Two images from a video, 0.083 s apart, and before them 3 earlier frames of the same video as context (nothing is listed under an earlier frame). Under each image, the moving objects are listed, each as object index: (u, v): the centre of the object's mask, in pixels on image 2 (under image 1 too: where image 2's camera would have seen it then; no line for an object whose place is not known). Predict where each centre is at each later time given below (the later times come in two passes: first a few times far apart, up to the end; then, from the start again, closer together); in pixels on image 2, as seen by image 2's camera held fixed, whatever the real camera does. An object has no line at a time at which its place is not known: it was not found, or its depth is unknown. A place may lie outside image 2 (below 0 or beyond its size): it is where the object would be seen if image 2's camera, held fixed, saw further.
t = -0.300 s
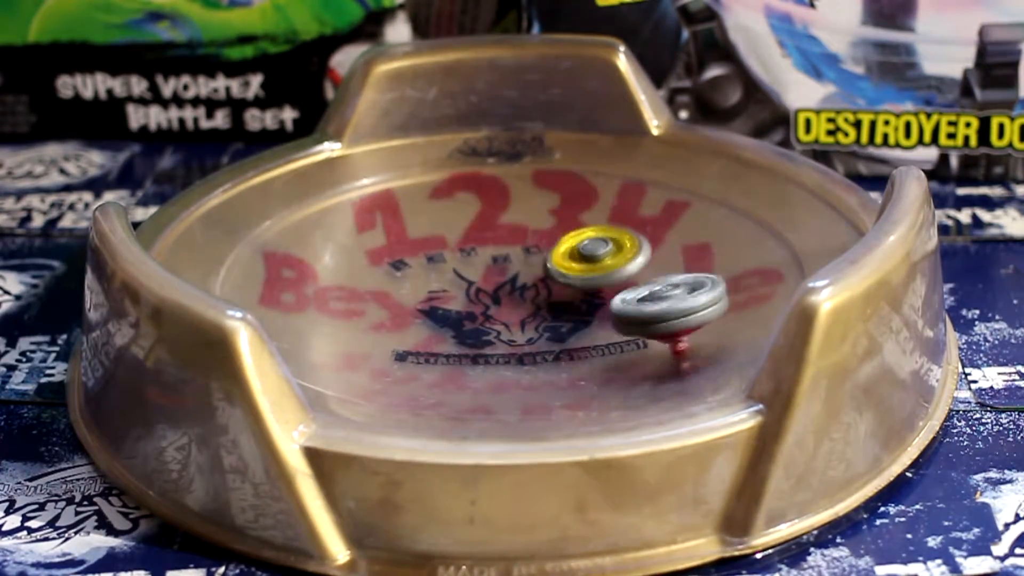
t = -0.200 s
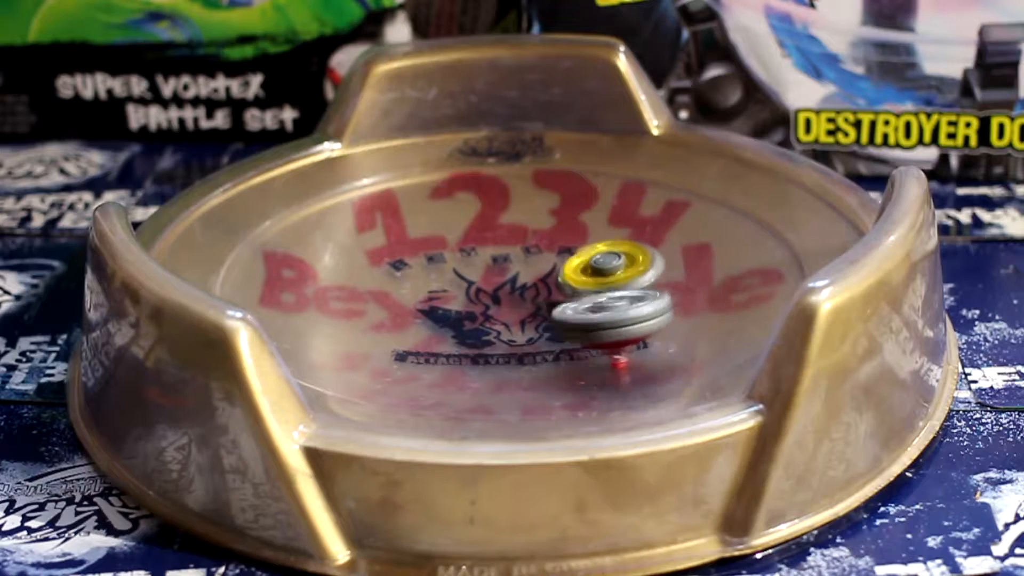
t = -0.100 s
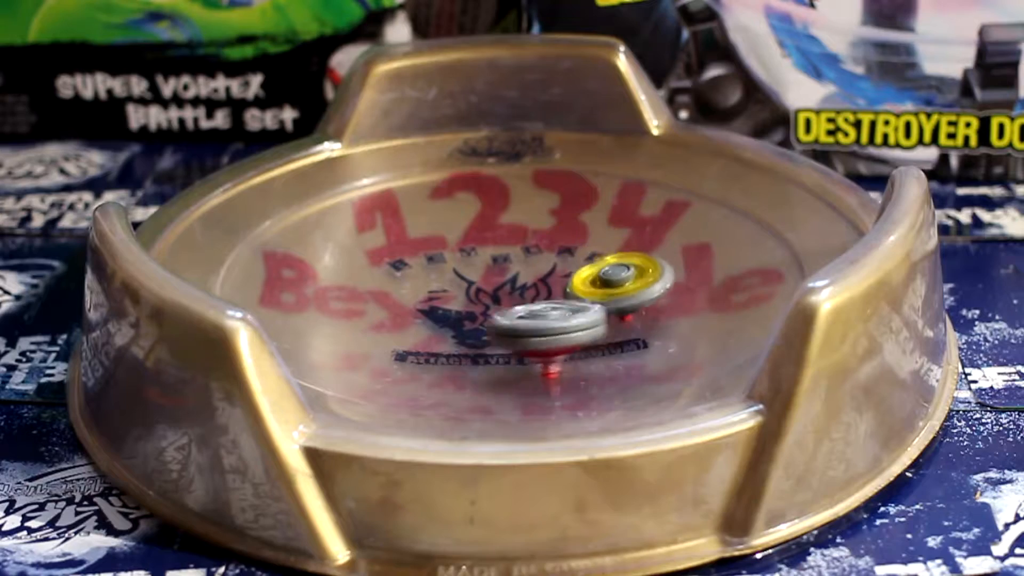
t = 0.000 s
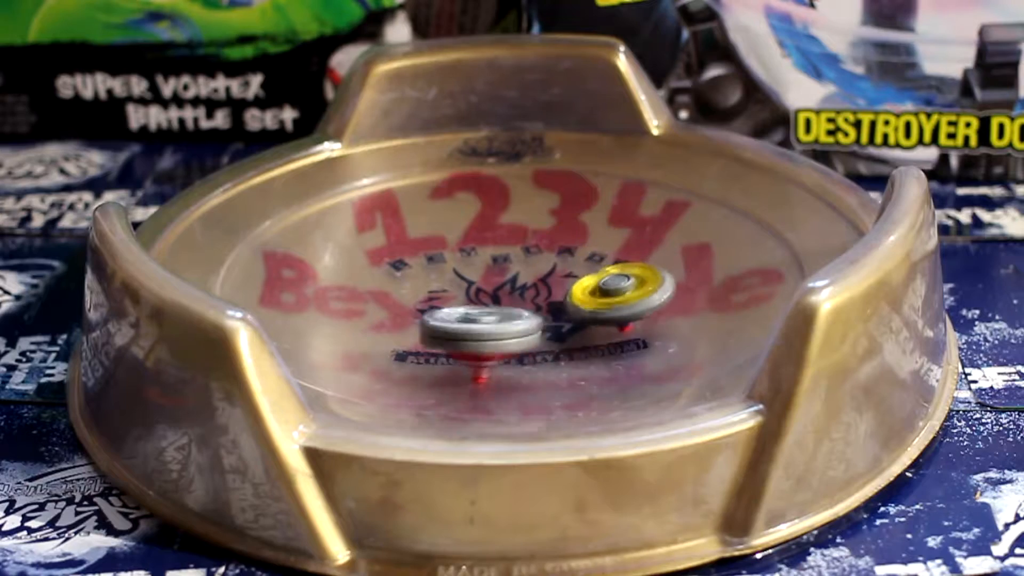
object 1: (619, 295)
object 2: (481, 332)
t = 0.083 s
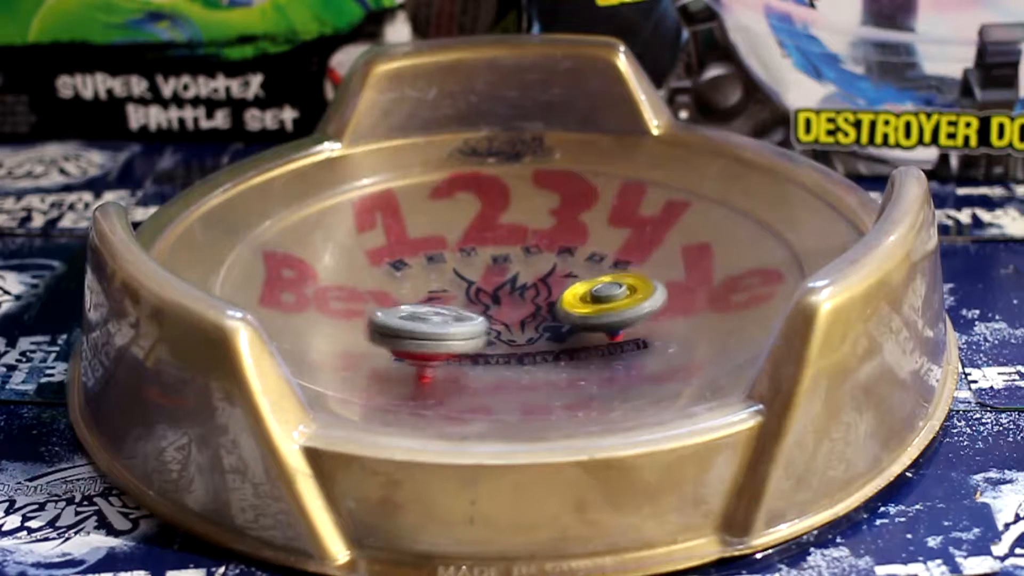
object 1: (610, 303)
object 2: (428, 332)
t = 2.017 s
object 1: (530, 254)
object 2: (607, 301)
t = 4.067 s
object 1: (451, 273)
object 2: (628, 269)
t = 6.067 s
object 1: (462, 301)
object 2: (605, 262)
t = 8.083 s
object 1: (501, 310)
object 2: (587, 263)
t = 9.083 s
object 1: (472, 242)
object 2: (495, 316)
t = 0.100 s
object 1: (609, 304)
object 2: (417, 332)
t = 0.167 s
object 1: (596, 312)
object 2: (381, 329)
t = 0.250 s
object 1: (577, 320)
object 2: (345, 324)
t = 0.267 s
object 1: (573, 321)
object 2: (339, 322)
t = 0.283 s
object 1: (569, 323)
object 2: (334, 321)
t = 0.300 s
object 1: (565, 325)
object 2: (331, 320)
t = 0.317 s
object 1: (562, 326)
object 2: (326, 318)
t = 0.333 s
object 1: (558, 327)
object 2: (324, 316)
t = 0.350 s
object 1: (554, 328)
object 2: (321, 314)
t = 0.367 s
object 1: (550, 329)
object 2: (320, 313)
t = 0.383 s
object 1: (546, 330)
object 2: (319, 311)
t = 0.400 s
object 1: (542, 330)
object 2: (318, 309)
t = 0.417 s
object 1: (537, 331)
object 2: (319, 307)
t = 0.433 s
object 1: (534, 332)
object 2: (320, 304)
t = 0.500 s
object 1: (515, 333)
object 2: (328, 295)
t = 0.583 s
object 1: (495, 334)
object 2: (342, 280)
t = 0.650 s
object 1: (479, 332)
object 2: (355, 266)
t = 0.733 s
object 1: (457, 329)
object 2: (369, 248)
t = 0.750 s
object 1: (453, 328)
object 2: (373, 243)
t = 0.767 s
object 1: (451, 327)
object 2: (376, 239)
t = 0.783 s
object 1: (447, 327)
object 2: (379, 234)
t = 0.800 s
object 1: (444, 325)
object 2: (382, 232)
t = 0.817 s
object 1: (442, 325)
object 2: (385, 228)
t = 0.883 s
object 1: (431, 319)
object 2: (397, 214)
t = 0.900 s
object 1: (428, 317)
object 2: (400, 211)
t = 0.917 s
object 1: (425, 315)
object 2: (403, 208)
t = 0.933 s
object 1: (422, 313)
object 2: (406, 204)
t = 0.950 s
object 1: (419, 311)
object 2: (409, 202)
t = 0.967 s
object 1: (416, 309)
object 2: (412, 199)
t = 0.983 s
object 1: (412, 308)
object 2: (415, 197)
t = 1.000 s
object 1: (410, 306)
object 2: (419, 195)
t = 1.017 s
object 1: (406, 303)
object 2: (422, 194)
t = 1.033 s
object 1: (404, 302)
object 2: (425, 193)
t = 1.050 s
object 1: (402, 300)
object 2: (429, 192)
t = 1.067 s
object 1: (399, 298)
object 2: (433, 193)
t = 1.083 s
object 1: (397, 297)
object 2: (437, 193)
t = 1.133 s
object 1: (393, 293)
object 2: (452, 196)
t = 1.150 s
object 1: (392, 292)
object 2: (457, 198)
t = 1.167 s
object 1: (391, 291)
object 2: (464, 199)
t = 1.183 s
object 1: (391, 290)
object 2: (470, 201)
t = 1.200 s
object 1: (392, 288)
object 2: (477, 203)
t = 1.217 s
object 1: (392, 288)
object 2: (484, 206)
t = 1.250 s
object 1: (394, 286)
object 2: (499, 209)
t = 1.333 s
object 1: (403, 281)
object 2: (536, 219)
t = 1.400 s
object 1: (415, 273)
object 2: (567, 225)
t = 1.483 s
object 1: (428, 264)
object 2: (605, 232)
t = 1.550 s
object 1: (438, 258)
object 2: (631, 237)
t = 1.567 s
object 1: (440, 257)
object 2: (637, 238)
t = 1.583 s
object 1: (443, 255)
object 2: (642, 239)
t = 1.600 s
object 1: (444, 254)
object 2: (648, 241)
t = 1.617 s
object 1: (446, 253)
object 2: (653, 242)
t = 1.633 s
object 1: (448, 252)
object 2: (658, 243)
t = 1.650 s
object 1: (451, 251)
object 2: (662, 244)
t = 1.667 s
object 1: (453, 251)
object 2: (666, 245)
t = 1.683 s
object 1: (456, 250)
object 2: (669, 247)
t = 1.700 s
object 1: (458, 250)
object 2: (671, 248)
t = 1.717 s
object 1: (461, 250)
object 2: (673, 250)
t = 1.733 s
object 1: (465, 250)
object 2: (674, 251)
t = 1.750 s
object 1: (466, 249)
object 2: (674, 253)
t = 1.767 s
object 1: (468, 249)
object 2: (673, 255)
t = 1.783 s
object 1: (472, 249)
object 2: (673, 256)
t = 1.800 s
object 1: (474, 250)
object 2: (670, 260)
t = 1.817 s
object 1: (478, 250)
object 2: (667, 262)
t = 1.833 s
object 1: (481, 251)
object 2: (664, 265)
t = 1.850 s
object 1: (485, 251)
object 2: (660, 268)
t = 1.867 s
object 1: (488, 252)
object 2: (655, 272)
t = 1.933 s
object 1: (507, 256)
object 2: (636, 285)
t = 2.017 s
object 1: (530, 254)
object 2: (607, 301)
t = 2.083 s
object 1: (544, 255)
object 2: (581, 314)
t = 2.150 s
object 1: (553, 258)
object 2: (555, 323)
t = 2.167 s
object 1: (555, 258)
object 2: (549, 326)
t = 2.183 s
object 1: (557, 258)
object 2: (543, 328)
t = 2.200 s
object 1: (559, 259)
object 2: (538, 329)
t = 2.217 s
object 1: (559, 260)
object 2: (530, 331)
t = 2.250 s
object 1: (562, 262)
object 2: (518, 334)
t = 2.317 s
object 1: (566, 268)
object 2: (495, 338)
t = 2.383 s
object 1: (570, 275)
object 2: (472, 340)
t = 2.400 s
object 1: (571, 277)
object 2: (466, 341)
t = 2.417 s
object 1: (573, 279)
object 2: (461, 341)
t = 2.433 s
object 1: (575, 281)
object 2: (456, 340)
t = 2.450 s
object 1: (576, 282)
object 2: (453, 339)
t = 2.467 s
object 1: (577, 283)
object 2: (448, 339)
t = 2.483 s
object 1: (578, 284)
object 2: (443, 334)
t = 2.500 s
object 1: (579, 286)
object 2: (438, 336)
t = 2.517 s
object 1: (579, 288)
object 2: (433, 334)
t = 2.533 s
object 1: (580, 289)
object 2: (429, 329)
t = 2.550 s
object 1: (580, 289)
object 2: (425, 330)
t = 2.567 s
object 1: (580, 290)
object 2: (421, 328)
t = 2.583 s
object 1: (580, 291)
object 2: (417, 326)
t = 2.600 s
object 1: (579, 293)
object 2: (412, 324)
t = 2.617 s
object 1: (579, 294)
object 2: (409, 322)
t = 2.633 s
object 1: (578, 295)
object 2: (406, 320)
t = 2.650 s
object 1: (577, 296)
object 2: (401, 316)
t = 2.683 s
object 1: (572, 299)
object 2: (395, 311)
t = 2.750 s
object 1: (564, 304)
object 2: (382, 298)
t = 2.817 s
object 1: (555, 309)
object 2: (371, 282)
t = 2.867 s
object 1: (548, 312)
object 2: (364, 271)
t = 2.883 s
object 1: (544, 313)
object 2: (363, 268)
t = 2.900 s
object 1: (542, 314)
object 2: (361, 265)
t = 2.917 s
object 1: (540, 316)
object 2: (361, 262)
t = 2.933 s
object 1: (538, 317)
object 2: (360, 258)
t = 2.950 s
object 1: (535, 316)
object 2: (359, 255)
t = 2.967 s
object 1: (532, 317)
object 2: (359, 252)
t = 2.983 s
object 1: (529, 318)
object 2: (359, 250)
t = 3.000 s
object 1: (526, 318)
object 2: (359, 246)
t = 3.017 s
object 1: (524, 319)
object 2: (360, 244)
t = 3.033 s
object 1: (520, 320)
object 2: (361, 241)
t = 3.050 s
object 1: (517, 319)
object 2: (362, 239)
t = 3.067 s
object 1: (515, 318)
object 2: (363, 237)
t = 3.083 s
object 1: (512, 319)
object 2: (365, 234)
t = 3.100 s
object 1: (507, 319)
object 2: (367, 232)
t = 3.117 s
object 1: (504, 320)
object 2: (370, 231)
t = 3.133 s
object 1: (501, 320)
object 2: (373, 229)
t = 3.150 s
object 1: (498, 320)
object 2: (377, 228)
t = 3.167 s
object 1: (495, 319)
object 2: (380, 227)
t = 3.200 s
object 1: (488, 319)
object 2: (388, 224)
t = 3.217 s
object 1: (485, 318)
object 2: (393, 224)
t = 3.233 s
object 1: (481, 317)
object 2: (398, 222)
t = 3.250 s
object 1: (477, 317)
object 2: (403, 223)
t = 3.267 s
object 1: (472, 317)
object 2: (409, 223)
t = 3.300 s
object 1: (465, 315)
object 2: (422, 222)
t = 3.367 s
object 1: (454, 314)
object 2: (447, 222)
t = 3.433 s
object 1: (446, 312)
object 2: (474, 223)
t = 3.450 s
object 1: (445, 311)
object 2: (483, 224)
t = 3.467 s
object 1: (444, 311)
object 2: (489, 224)
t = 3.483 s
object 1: (443, 310)
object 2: (497, 224)
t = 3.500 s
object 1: (442, 309)
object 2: (504, 225)
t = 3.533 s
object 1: (441, 307)
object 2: (519, 225)
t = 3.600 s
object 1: (439, 302)
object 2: (545, 227)
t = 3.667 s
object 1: (436, 295)
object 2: (572, 230)
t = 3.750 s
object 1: (430, 288)
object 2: (599, 233)
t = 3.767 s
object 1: (429, 287)
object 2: (604, 234)
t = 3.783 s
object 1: (429, 286)
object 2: (608, 235)
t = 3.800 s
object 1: (429, 285)
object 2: (612, 235)
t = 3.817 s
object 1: (429, 284)
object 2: (616, 236)
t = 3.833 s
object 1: (429, 283)
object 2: (619, 237)
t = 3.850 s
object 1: (429, 282)
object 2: (622, 239)
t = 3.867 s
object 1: (430, 281)
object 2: (625, 240)
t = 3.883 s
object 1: (430, 281)
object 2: (627, 242)
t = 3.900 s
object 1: (431, 281)
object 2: (629, 244)
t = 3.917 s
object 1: (433, 279)
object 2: (632, 247)
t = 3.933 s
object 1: (434, 279)
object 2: (633, 248)
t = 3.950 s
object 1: (436, 279)
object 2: (634, 251)
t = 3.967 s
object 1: (438, 278)
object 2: (634, 253)
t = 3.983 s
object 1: (440, 277)
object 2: (634, 256)
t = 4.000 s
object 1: (442, 276)
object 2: (634, 258)
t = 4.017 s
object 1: (444, 276)
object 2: (632, 261)
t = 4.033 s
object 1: (446, 275)
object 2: (631, 264)
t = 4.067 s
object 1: (451, 273)
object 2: (628, 269)
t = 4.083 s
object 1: (454, 272)
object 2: (627, 272)
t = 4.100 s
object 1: (456, 271)
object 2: (624, 276)
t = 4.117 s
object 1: (458, 270)
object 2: (621, 277)
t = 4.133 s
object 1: (461, 268)
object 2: (619, 281)
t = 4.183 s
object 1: (466, 266)
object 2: (607, 290)
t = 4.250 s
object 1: (474, 263)
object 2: (592, 302)
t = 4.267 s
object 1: (476, 263)
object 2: (588, 304)
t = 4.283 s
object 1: (478, 262)
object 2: (583, 307)
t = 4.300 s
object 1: (479, 262)
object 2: (579, 308)
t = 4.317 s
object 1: (482, 263)
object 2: (574, 311)
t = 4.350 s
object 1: (486, 263)
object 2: (564, 315)
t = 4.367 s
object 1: (488, 263)
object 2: (559, 318)
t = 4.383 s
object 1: (490, 263)
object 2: (553, 320)
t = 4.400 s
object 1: (493, 264)
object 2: (548, 320)
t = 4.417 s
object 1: (495, 264)
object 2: (542, 323)
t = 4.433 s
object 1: (497, 265)
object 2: (537, 324)
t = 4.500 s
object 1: (509, 265)
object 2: (517, 327)
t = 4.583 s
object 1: (524, 266)
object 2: (490, 329)
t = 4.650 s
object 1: (531, 268)
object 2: (469, 327)
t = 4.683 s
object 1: (534, 268)
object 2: (458, 326)
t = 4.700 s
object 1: (536, 269)
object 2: (453, 325)
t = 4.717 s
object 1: (537, 269)
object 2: (449, 324)
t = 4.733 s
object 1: (538, 270)
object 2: (443, 323)
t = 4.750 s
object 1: (539, 271)
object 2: (439, 321)
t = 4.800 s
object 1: (542, 274)
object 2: (426, 316)
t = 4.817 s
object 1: (542, 275)
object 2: (422, 314)
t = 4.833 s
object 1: (543, 276)
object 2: (417, 312)
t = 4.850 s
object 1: (544, 277)
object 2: (414, 310)
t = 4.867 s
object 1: (544, 278)
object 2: (411, 308)
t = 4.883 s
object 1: (545, 280)
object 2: (407, 305)
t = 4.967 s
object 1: (550, 286)
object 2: (394, 293)
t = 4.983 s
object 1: (552, 288)
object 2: (391, 290)
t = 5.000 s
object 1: (553, 289)
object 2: (389, 287)
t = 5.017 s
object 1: (554, 289)
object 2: (388, 285)
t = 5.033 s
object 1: (555, 290)
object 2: (386, 282)
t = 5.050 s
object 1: (556, 291)
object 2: (384, 279)
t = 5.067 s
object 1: (556, 292)
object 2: (384, 277)
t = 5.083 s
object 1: (558, 292)
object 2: (383, 274)
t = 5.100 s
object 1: (557, 293)
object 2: (382, 272)
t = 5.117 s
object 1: (557, 293)
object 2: (382, 268)
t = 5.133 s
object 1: (558, 294)
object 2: (382, 265)
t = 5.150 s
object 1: (557, 295)
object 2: (382, 263)
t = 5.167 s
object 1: (557, 295)
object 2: (383, 261)
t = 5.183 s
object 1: (556, 295)
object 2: (384, 258)
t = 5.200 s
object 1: (556, 296)
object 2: (385, 256)
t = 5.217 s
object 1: (555, 297)
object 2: (386, 253)
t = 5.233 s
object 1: (553, 297)
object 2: (389, 251)
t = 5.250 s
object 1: (552, 297)
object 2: (390, 249)
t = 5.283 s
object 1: (548, 299)
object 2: (394, 245)
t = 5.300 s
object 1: (546, 300)
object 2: (397, 243)
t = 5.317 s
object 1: (544, 300)
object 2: (400, 241)
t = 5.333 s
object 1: (542, 299)
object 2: (404, 239)
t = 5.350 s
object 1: (539, 301)
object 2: (407, 238)
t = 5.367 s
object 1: (536, 302)
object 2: (410, 237)
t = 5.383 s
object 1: (533, 301)
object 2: (415, 236)
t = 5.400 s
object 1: (530, 302)
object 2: (419, 235)
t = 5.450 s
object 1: (521, 304)
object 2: (434, 231)
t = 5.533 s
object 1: (505, 307)
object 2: (458, 228)
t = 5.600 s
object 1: (494, 309)
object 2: (480, 230)
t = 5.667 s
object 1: (485, 310)
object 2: (502, 232)
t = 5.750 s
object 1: (475, 310)
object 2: (529, 234)
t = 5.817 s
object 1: (469, 310)
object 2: (550, 238)
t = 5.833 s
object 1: (469, 310)
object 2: (555, 239)
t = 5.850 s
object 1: (467, 310)
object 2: (560, 241)
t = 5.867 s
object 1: (467, 309)
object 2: (566, 243)
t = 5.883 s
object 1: (466, 309)
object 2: (570, 243)
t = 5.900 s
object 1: (466, 308)
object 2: (574, 245)
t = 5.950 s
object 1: (463, 307)
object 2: (586, 250)
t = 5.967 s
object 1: (464, 306)
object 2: (589, 251)
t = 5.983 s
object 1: (463, 305)
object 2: (593, 252)
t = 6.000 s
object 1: (463, 304)
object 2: (596, 255)
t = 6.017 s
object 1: (462, 304)
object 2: (598, 257)
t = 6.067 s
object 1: (462, 301)
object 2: (605, 262)
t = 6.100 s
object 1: (462, 298)
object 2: (608, 265)
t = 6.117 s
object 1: (463, 296)
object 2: (609, 267)
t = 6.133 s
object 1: (462, 295)
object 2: (610, 269)
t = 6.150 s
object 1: (460, 294)
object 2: (611, 272)
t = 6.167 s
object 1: (459, 293)
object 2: (610, 274)
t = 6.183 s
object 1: (458, 292)
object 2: (611, 275)
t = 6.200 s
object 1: (457, 291)
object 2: (609, 278)
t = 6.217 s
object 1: (456, 289)
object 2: (608, 281)
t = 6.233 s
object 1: (455, 289)
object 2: (607, 284)
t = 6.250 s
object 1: (455, 288)
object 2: (605, 285)
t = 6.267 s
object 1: (454, 286)
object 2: (603, 288)
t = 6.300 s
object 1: (454, 285)
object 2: (599, 292)
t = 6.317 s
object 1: (454, 284)
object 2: (595, 295)
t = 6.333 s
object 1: (454, 283)
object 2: (593, 296)
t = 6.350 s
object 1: (455, 283)
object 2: (591, 298)
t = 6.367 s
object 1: (455, 282)
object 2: (586, 301)
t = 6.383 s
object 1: (456, 281)
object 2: (583, 303)
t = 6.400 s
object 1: (456, 280)
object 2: (579, 305)
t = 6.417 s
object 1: (457, 279)
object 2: (575, 307)
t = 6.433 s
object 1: (458, 278)
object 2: (570, 308)
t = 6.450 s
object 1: (458, 277)
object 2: (566, 310)
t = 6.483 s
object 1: (458, 276)
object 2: (556, 312)
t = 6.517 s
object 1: (458, 276)
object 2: (545, 316)
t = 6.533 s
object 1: (459, 275)
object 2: (540, 317)
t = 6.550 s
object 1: (458, 275)
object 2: (536, 317)
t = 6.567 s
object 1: (459, 275)
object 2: (530, 319)
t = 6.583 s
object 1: (459, 275)
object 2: (524, 319)
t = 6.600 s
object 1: (460, 274)
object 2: (519, 319)
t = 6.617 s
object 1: (461, 274)
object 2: (513, 321)
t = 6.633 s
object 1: (463, 273)
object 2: (506, 320)
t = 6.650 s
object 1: (463, 272)
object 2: (500, 321)
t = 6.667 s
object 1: (468, 271)
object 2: (496, 321)
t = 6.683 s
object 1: (471, 271)
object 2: (490, 321)
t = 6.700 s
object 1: (473, 271)
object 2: (484, 321)
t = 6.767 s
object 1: (487, 271)
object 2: (463, 319)
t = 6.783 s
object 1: (490, 271)
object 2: (459, 318)
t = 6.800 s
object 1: (493, 271)
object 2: (455, 316)
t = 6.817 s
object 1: (494, 272)
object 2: (447, 318)
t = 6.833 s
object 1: (497, 272)
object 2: (444, 315)
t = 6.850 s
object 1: (500, 273)
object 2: (441, 313)
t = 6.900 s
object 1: (504, 273)
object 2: (428, 308)
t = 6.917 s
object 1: (506, 274)
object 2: (425, 306)
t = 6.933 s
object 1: (507, 275)
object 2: (420, 304)
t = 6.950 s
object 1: (509, 275)
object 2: (417, 303)
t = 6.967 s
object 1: (511, 274)
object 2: (415, 301)
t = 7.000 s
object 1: (513, 275)
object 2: (409, 296)
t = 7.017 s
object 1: (514, 275)
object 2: (407, 295)
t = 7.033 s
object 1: (516, 276)
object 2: (406, 293)
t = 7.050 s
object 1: (518, 276)
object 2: (402, 290)
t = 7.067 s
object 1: (518, 277)
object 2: (401, 288)
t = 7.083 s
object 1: (521, 276)
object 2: (400, 286)
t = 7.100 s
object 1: (522, 277)
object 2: (399, 284)
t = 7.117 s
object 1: (523, 277)
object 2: (398, 281)
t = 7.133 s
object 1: (524, 277)
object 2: (398, 279)
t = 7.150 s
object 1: (525, 278)
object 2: (397, 277)
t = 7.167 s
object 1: (526, 279)
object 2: (398, 273)
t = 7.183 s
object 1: (526, 279)
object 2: (398, 272)
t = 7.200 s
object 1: (527, 279)
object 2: (399, 271)
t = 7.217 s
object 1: (527, 280)
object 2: (399, 269)
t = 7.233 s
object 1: (528, 280)
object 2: (402, 266)
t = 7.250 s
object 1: (529, 282)
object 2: (403, 264)
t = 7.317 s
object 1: (532, 285)
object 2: (411, 256)
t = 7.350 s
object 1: (534, 287)
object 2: (418, 252)
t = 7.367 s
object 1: (535, 287)
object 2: (420, 251)
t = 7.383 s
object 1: (536, 288)
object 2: (423, 249)
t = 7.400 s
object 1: (536, 288)
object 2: (426, 248)
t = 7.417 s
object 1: (535, 289)
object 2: (432, 248)
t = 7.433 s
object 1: (536, 289)
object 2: (436, 246)
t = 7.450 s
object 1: (537, 290)
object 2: (438, 245)
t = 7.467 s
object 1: (537, 290)
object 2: (445, 243)
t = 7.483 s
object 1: (536, 291)
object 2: (448, 243)
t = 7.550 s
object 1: (535, 293)
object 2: (467, 239)
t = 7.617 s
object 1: (532, 296)
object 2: (485, 238)
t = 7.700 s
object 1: (527, 298)
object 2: (505, 240)
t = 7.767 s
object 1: (522, 300)
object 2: (530, 238)
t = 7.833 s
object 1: (515, 303)
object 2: (548, 241)
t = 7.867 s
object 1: (511, 305)
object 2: (555, 243)
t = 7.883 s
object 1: (510, 306)
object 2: (558, 244)
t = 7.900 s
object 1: (509, 307)
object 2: (562, 245)
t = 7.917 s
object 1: (509, 308)
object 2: (564, 246)
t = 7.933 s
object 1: (508, 308)
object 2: (567, 249)
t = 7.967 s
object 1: (507, 309)
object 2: (573, 252)
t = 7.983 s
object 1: (507, 309)
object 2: (575, 254)
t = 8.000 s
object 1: (507, 310)
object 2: (577, 256)
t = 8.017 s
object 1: (506, 310)
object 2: (579, 256)
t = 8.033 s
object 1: (507, 309)
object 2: (581, 259)
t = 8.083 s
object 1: (501, 310)
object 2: (587, 263)
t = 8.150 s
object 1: (490, 311)
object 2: (597, 267)
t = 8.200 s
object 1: (479, 311)
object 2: (600, 271)
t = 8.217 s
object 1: (475, 312)
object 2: (601, 272)
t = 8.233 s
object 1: (473, 312)
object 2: (602, 273)
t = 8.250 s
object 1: (469, 312)
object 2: (601, 274)
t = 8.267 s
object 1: (467, 313)
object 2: (600, 276)
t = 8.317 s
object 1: (461, 312)
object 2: (594, 281)
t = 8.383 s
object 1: (455, 312)
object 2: (584, 287)
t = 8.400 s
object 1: (454, 312)
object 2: (580, 289)
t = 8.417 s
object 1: (453, 311)
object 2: (578, 290)
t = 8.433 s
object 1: (453, 311)
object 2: (574, 292)
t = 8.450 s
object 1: (452, 311)
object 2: (570, 294)
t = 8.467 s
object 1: (448, 310)
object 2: (568, 295)
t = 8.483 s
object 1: (438, 308)
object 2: (570, 295)
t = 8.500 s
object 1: (433, 309)
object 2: (570, 297)
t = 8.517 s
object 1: (429, 309)
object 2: (569, 298)
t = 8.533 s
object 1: (428, 308)
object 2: (569, 299)
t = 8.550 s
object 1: (428, 307)
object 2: (568, 300)
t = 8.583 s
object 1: (430, 305)
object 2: (565, 302)
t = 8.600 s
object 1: (428, 303)
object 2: (563, 303)
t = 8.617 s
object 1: (424, 302)
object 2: (561, 304)
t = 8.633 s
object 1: (423, 301)
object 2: (558, 305)
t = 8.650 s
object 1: (422, 297)
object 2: (555, 305)
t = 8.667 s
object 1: (422, 295)
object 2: (552, 306)
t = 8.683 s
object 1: (424, 292)
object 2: (550, 307)
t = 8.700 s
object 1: (428, 292)
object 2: (547, 308)
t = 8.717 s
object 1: (431, 293)
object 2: (543, 308)
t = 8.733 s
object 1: (432, 292)
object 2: (540, 308)
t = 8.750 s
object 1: (431, 292)
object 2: (537, 308)
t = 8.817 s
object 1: (434, 282)
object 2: (521, 307)
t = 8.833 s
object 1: (435, 281)
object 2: (515, 309)
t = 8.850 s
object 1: (438, 277)
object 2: (512, 307)
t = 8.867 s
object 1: (445, 272)
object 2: (510, 312)
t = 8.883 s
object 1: (448, 269)
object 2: (508, 313)
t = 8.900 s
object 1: (456, 262)
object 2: (506, 314)
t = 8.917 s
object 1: (467, 259)
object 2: (505, 315)
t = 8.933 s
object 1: (469, 257)
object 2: (505, 314)
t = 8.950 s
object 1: (471, 255)
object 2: (507, 316)
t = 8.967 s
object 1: (475, 251)
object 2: (506, 314)
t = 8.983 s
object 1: (475, 249)
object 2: (504, 317)
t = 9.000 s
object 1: (475, 249)
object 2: (501, 317)
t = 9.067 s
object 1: (473, 243)
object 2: (497, 316)
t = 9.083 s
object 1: (472, 242)
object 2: (495, 316)
